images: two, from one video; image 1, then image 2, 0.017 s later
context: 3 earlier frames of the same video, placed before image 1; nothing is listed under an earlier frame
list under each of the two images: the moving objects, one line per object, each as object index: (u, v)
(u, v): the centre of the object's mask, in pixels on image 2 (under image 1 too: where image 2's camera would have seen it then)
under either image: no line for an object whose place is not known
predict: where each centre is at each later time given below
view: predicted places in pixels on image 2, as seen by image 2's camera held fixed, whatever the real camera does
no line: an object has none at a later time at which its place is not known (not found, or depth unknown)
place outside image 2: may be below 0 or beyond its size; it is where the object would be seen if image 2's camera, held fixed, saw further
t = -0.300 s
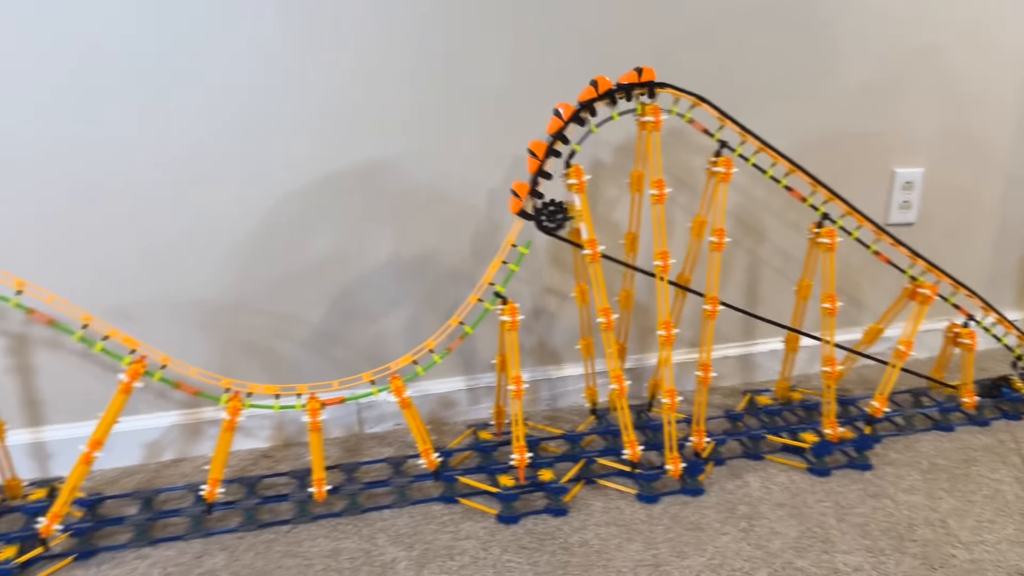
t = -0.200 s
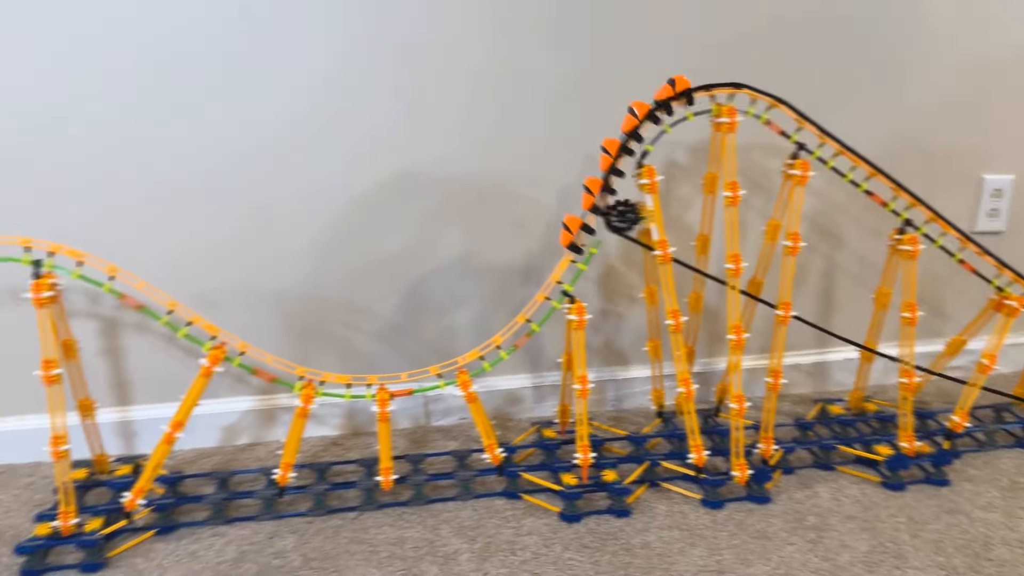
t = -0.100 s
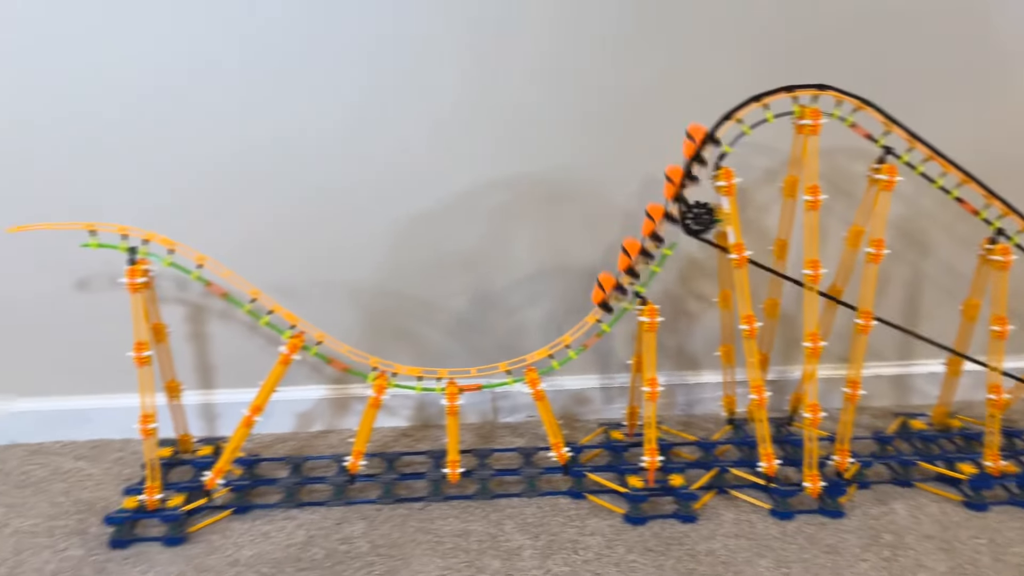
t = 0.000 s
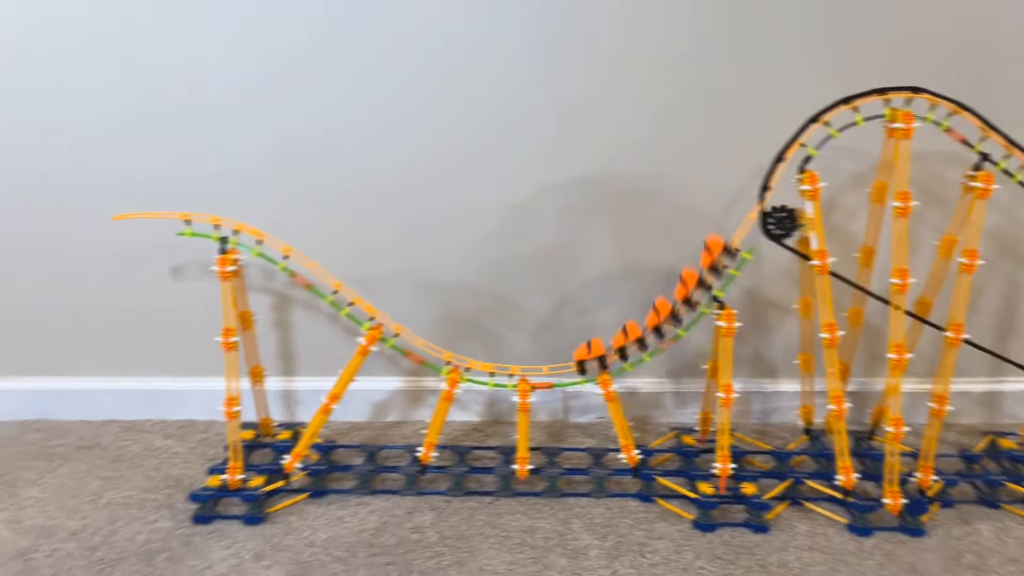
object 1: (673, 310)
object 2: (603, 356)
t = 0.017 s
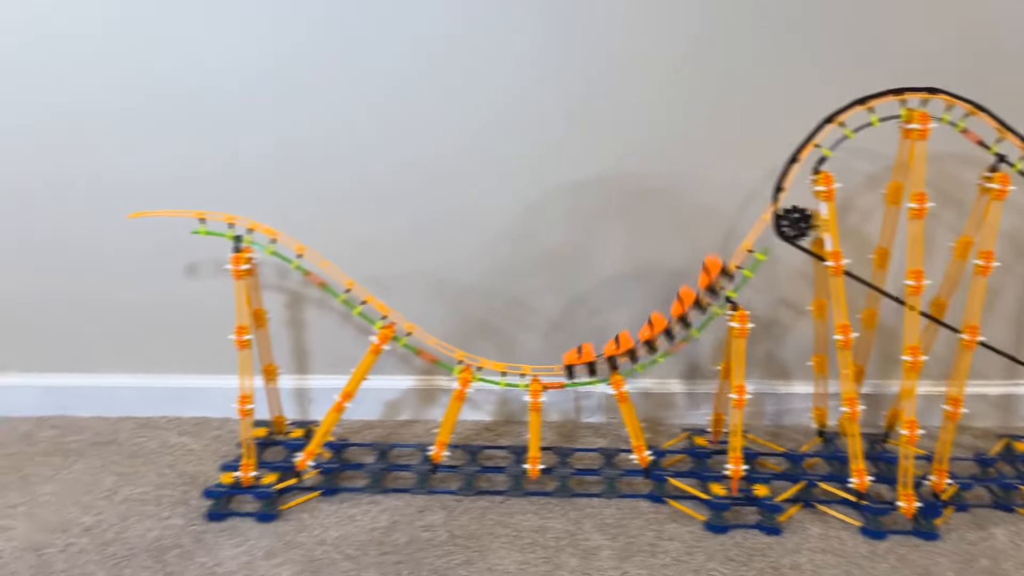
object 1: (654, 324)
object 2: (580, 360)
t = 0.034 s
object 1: (634, 337)
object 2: (556, 363)
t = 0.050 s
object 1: (611, 347)
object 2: (531, 364)
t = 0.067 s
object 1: (585, 354)
